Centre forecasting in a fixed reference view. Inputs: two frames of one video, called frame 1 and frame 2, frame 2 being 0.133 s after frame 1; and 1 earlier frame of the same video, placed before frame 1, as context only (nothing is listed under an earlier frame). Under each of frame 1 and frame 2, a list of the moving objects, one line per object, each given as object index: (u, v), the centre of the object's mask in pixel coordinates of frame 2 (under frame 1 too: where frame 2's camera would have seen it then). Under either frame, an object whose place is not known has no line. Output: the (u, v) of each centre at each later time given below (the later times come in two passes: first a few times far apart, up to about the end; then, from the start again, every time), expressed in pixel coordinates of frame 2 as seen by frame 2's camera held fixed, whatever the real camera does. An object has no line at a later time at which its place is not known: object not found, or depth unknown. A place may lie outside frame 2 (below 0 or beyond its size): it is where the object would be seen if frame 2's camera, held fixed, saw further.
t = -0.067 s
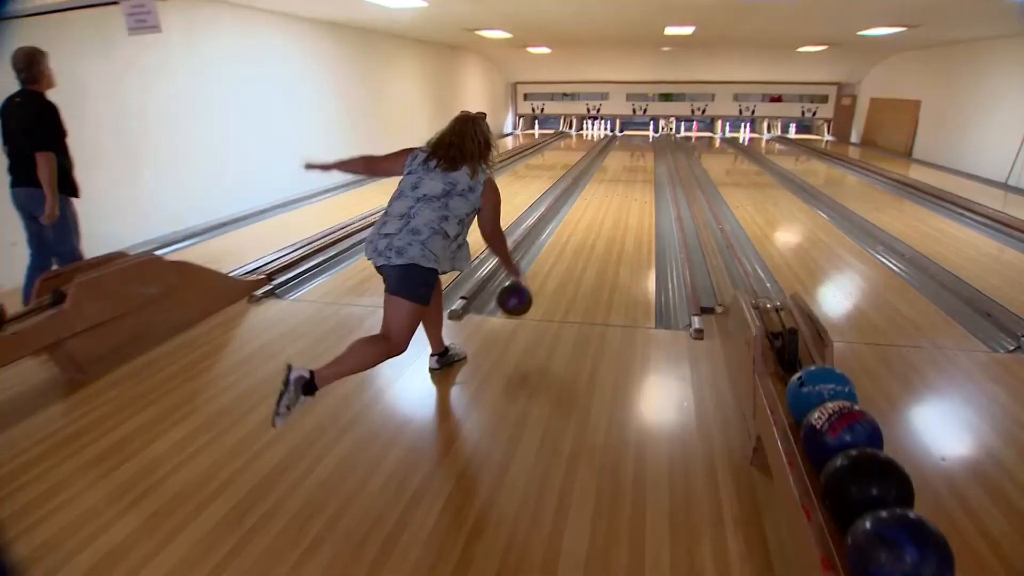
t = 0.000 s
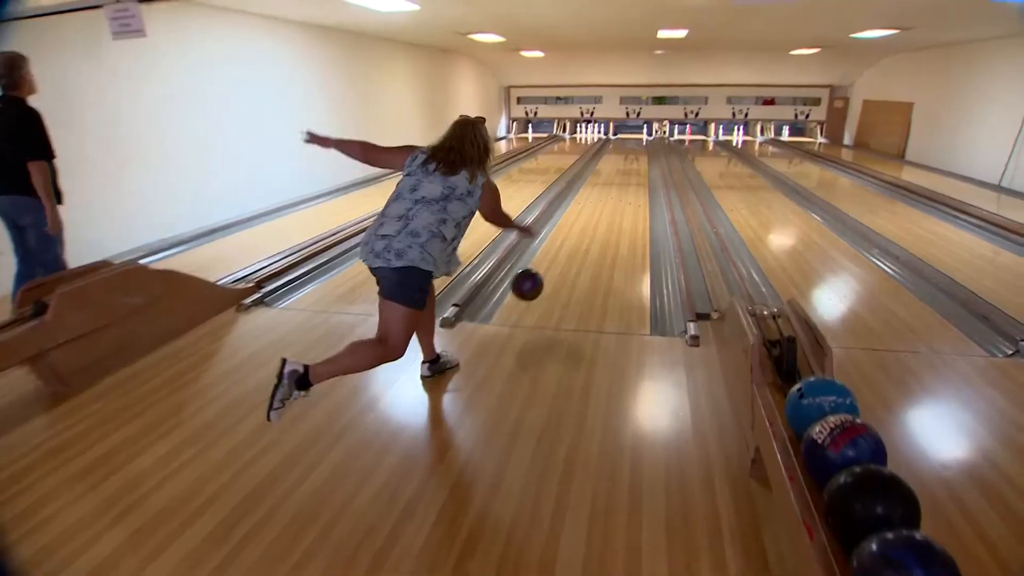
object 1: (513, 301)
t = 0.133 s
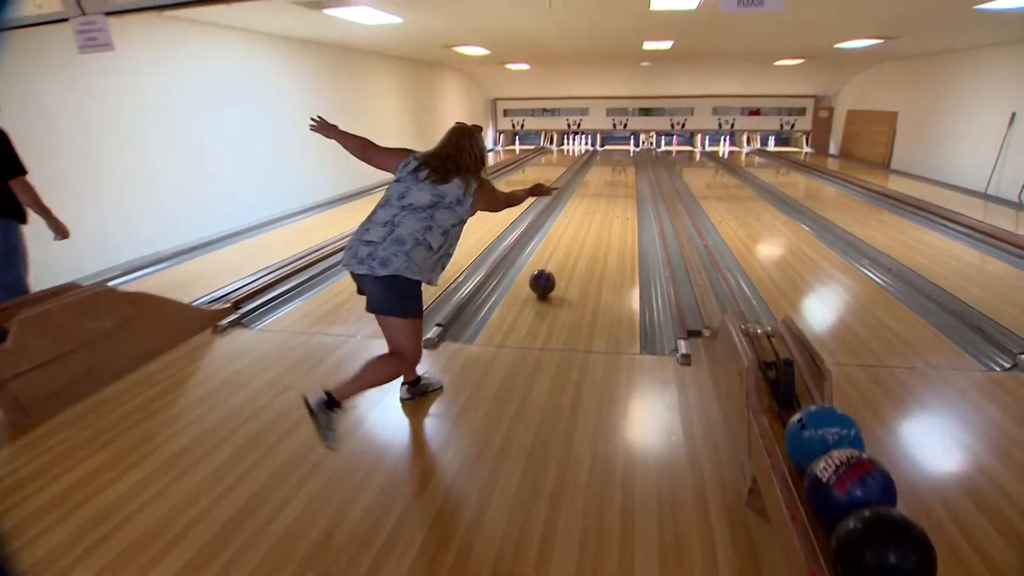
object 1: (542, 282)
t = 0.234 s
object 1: (557, 260)
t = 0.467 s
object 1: (580, 224)
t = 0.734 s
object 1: (596, 200)
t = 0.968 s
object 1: (605, 185)
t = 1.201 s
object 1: (611, 175)
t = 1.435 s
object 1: (616, 167)
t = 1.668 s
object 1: (620, 161)
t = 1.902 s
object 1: (623, 156)
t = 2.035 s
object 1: (625, 154)
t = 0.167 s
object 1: (548, 273)
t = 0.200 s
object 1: (552, 266)
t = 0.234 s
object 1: (557, 260)
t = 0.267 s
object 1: (561, 253)
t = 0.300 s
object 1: (565, 248)
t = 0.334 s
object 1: (569, 238)
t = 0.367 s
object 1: (572, 238)
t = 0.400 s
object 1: (575, 233)
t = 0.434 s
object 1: (578, 228)
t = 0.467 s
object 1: (580, 224)
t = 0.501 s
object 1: (583, 220)
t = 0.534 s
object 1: (585, 217)
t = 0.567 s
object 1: (587, 214)
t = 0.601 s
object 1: (589, 210)
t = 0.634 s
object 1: (591, 208)
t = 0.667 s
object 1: (593, 205)
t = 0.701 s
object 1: (595, 202)
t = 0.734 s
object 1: (596, 200)
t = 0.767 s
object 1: (598, 197)
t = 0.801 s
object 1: (599, 195)
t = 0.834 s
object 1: (600, 193)
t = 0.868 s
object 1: (602, 191)
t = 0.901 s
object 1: (603, 189)
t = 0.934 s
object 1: (604, 187)
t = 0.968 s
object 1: (605, 185)
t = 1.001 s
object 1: (606, 184)
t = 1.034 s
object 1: (607, 182)
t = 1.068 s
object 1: (608, 181)
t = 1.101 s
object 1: (609, 180)
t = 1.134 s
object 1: (610, 178)
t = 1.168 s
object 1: (611, 177)
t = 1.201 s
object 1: (611, 175)
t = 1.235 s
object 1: (612, 174)
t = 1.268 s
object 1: (613, 173)
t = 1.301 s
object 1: (614, 171)
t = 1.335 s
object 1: (615, 170)
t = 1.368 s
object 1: (615, 169)
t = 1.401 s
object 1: (615, 169)
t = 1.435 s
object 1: (616, 167)
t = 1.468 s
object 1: (617, 166)
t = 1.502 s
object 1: (618, 165)
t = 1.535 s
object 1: (618, 165)
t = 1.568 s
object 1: (618, 164)
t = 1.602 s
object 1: (619, 163)
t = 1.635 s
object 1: (620, 162)
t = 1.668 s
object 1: (620, 161)
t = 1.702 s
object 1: (621, 160)
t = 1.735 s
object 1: (621, 159)
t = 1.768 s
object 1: (622, 159)
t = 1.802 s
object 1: (622, 158)
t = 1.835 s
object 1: (622, 157)
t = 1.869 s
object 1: (623, 157)
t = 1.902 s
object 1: (623, 156)
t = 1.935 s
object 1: (624, 156)
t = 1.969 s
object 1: (624, 155)
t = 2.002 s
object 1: (624, 154)
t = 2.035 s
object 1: (625, 154)
